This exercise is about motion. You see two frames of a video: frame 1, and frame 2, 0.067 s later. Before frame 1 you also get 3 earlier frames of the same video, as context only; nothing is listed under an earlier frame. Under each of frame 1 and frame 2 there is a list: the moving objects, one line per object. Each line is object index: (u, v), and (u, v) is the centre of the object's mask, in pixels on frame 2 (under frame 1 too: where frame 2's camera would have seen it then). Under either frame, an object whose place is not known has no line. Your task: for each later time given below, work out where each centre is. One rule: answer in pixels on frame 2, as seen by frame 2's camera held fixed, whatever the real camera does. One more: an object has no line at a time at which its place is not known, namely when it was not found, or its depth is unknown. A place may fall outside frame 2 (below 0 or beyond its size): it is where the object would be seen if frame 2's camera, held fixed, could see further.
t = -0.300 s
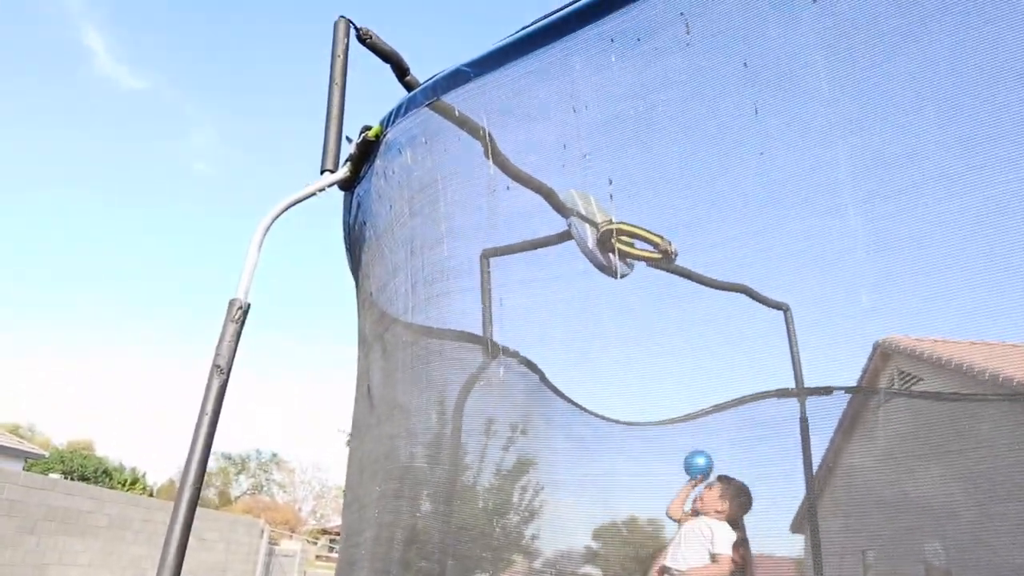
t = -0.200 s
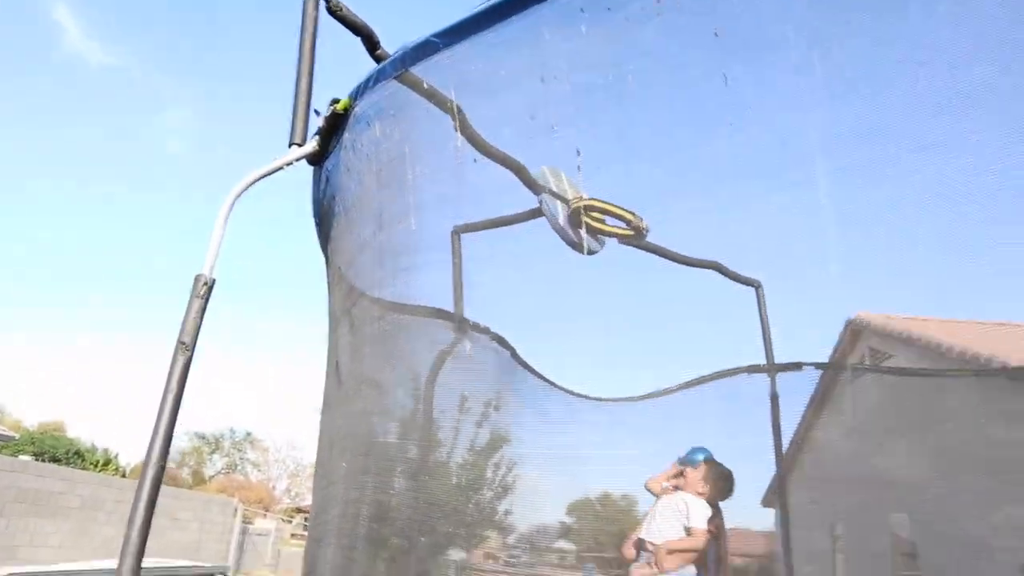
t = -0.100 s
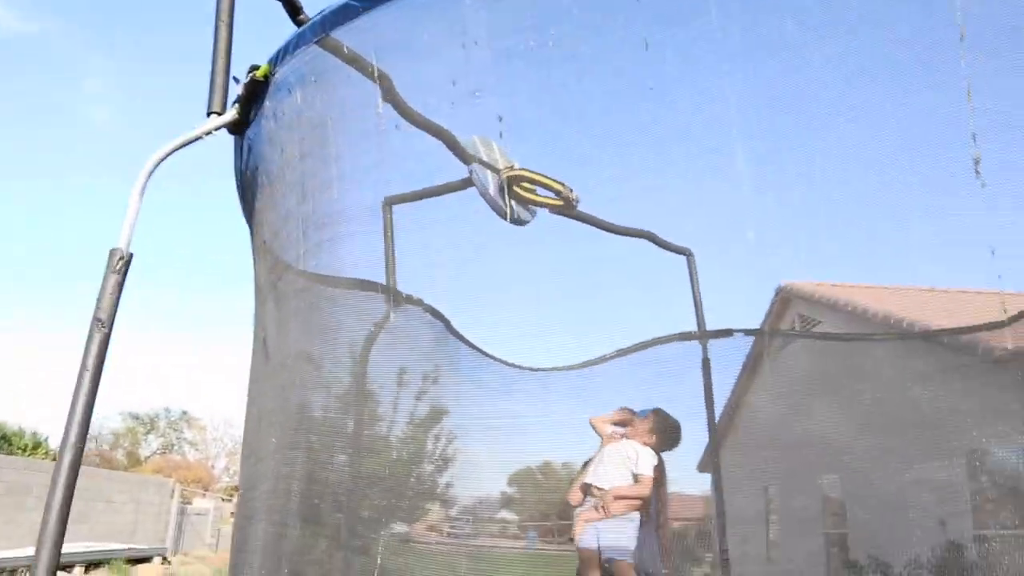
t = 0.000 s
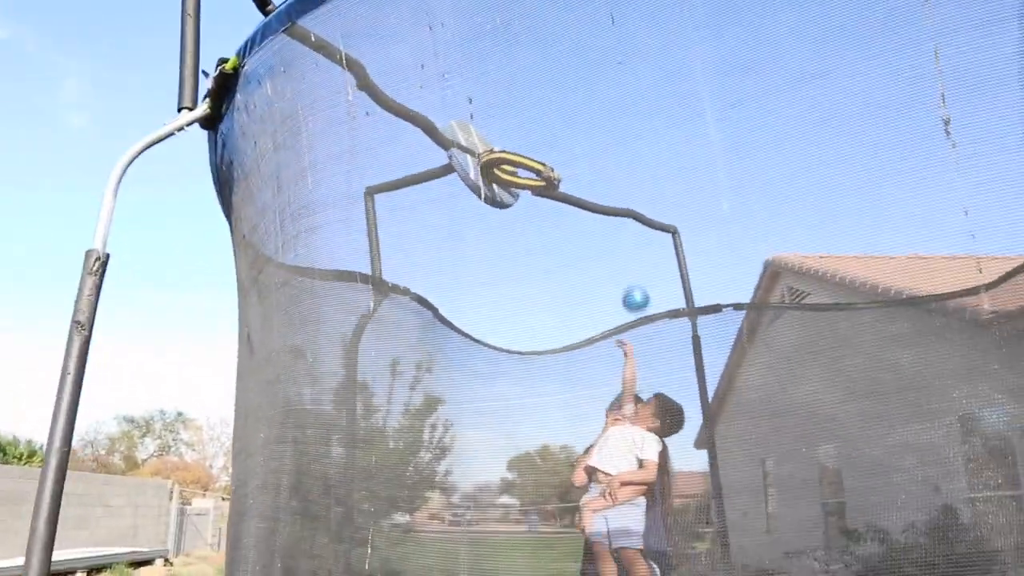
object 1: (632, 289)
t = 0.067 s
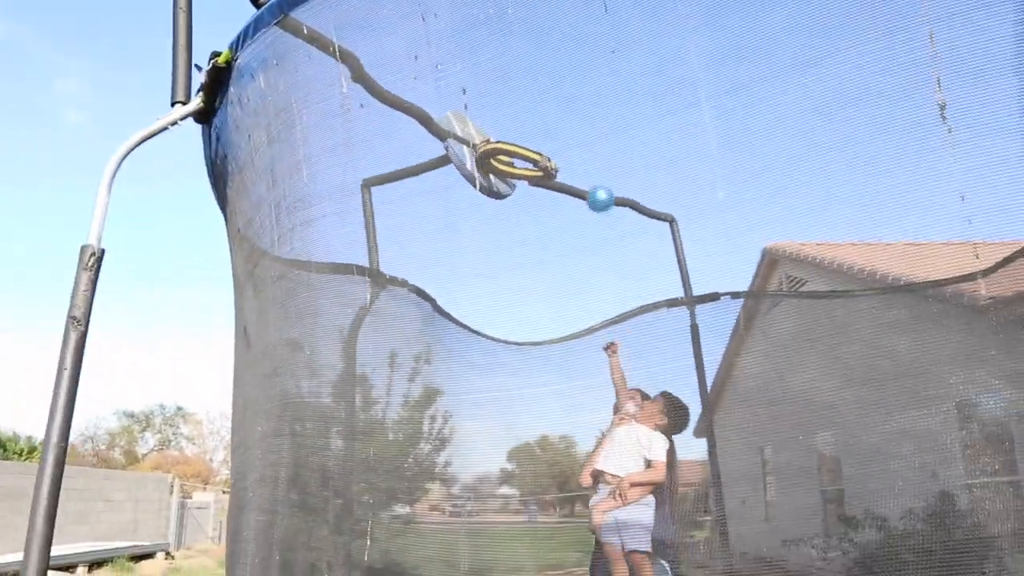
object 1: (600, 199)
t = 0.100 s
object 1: (583, 169)
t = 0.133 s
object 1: (567, 148)
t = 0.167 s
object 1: (551, 135)
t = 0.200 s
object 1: (535, 131)
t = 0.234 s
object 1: (520, 135)
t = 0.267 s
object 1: (509, 139)
